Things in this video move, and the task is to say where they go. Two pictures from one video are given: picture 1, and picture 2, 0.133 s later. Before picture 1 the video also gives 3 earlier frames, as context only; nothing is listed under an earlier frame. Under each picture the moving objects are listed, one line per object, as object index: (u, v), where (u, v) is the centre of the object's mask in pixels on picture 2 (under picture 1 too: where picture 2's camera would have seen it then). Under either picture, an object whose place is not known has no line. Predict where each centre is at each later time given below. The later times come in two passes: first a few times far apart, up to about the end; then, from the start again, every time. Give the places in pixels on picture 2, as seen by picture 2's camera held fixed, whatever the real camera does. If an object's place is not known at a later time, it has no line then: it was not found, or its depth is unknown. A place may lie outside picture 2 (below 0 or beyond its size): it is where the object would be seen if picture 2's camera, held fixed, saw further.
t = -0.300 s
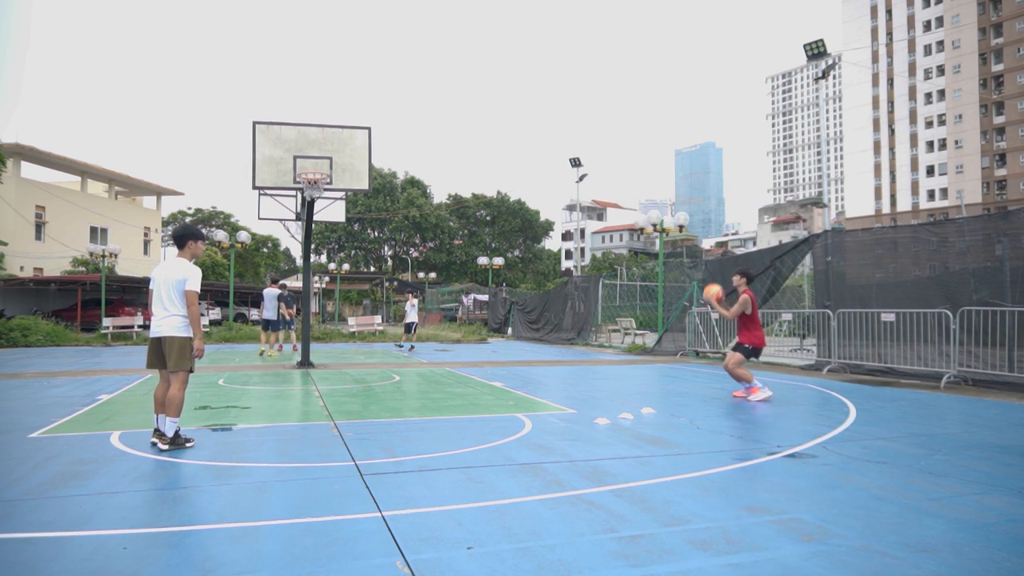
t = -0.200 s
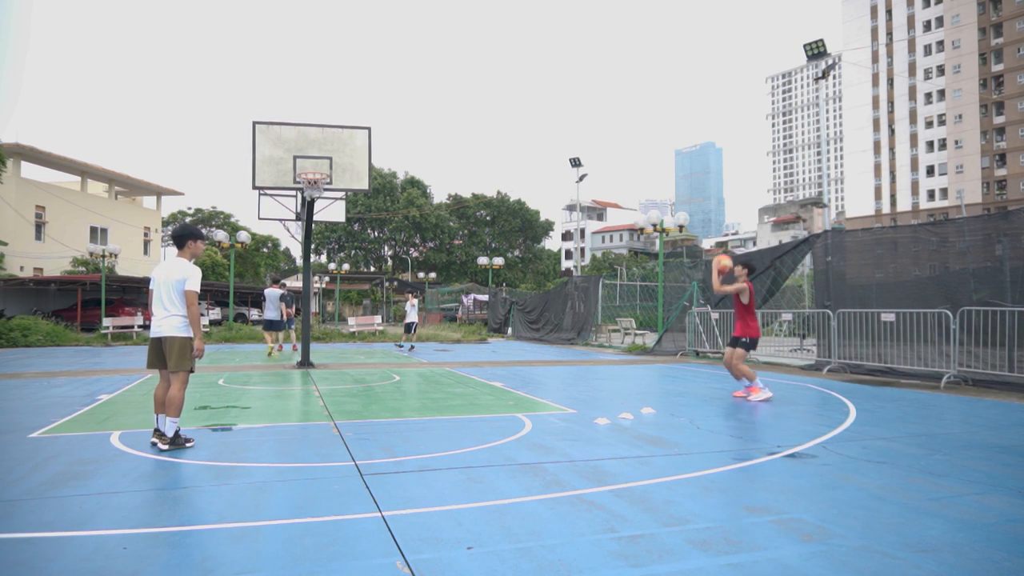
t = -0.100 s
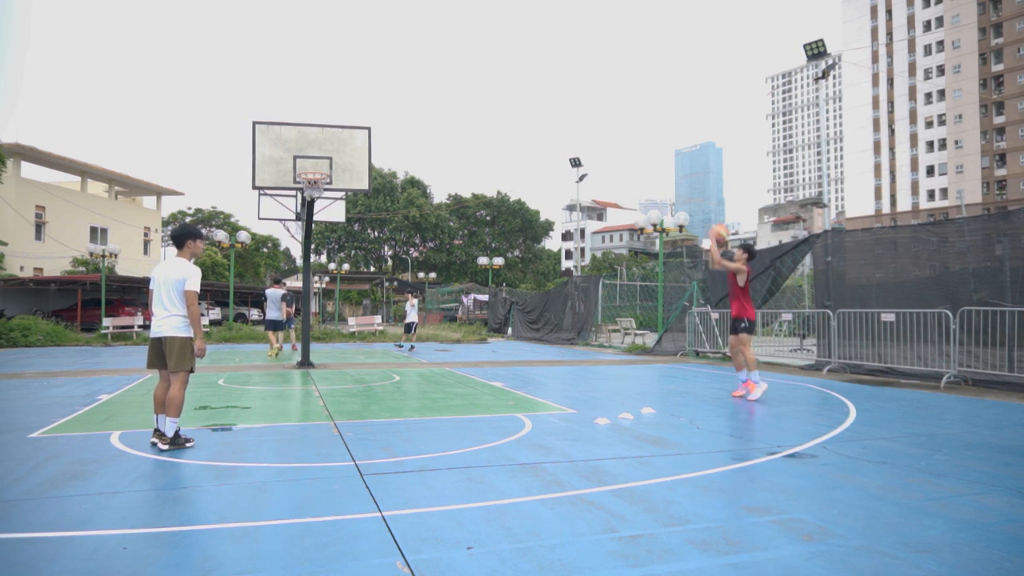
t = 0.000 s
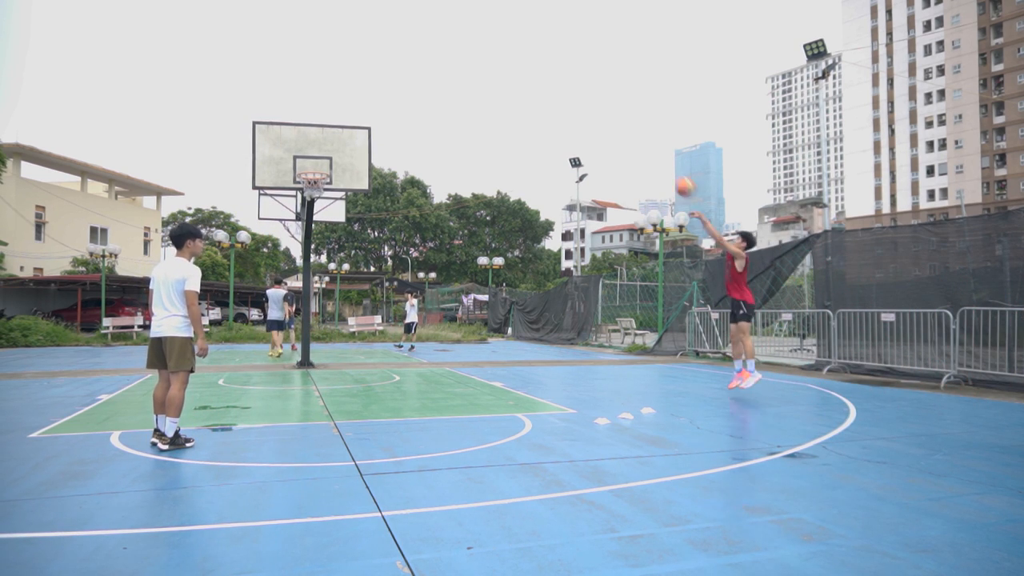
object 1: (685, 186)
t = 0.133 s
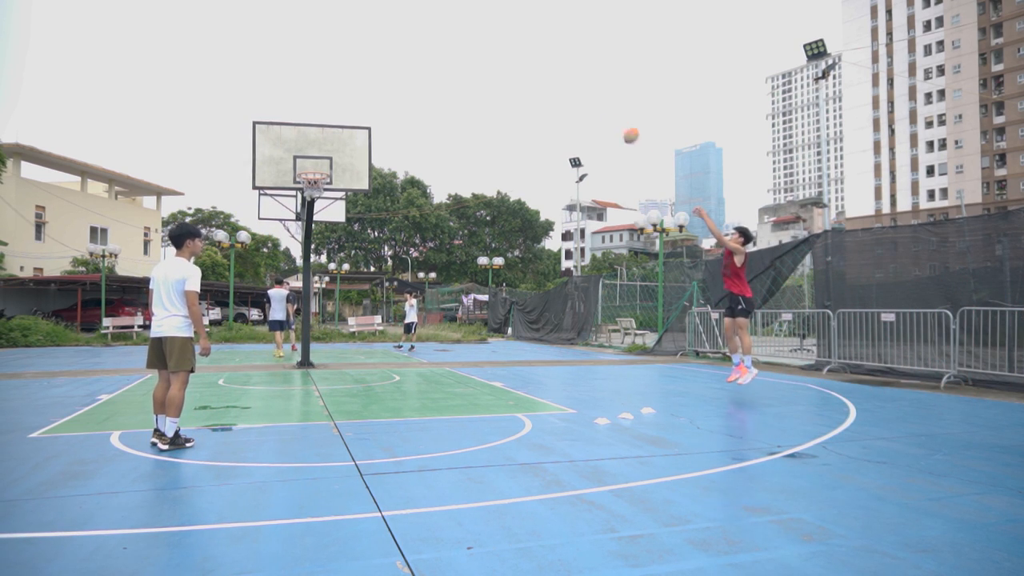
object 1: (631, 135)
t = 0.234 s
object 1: (592, 106)
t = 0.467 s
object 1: (509, 71)
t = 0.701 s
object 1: (434, 76)
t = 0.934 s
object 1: (364, 115)
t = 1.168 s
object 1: (311, 179)
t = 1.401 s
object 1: (313, 179)
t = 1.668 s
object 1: (310, 217)
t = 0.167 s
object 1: (618, 125)
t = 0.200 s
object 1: (605, 115)
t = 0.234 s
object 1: (592, 106)
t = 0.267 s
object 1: (580, 99)
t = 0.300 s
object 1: (568, 92)
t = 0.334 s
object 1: (556, 86)
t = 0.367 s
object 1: (544, 81)
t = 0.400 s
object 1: (533, 77)
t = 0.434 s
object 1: (521, 74)
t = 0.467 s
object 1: (509, 71)
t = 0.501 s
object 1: (498, 70)
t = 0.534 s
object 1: (487, 69)
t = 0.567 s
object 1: (476, 69)
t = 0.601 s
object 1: (465, 69)
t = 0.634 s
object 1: (455, 71)
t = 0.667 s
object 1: (444, 73)
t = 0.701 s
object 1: (434, 76)
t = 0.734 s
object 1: (424, 79)
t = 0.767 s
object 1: (414, 83)
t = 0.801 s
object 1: (404, 88)
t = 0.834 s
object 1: (394, 94)
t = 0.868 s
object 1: (384, 100)
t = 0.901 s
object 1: (374, 107)
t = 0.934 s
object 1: (364, 115)
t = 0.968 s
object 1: (355, 123)
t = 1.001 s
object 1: (346, 132)
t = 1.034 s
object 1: (337, 141)
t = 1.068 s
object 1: (328, 150)
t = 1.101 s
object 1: (318, 161)
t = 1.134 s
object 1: (309, 169)
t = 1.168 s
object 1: (311, 179)
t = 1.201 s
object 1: (313, 183)
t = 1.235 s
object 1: (313, 176)
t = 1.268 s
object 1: (315, 180)
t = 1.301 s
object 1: (315, 180)
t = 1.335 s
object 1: (312, 179)
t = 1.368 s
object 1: (312, 177)
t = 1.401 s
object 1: (313, 179)
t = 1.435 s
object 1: (312, 182)
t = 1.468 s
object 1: (312, 184)
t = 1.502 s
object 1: (314, 188)
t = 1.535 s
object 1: (312, 194)
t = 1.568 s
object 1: (312, 198)
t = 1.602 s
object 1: (311, 204)
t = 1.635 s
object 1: (311, 209)
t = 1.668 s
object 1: (310, 217)
